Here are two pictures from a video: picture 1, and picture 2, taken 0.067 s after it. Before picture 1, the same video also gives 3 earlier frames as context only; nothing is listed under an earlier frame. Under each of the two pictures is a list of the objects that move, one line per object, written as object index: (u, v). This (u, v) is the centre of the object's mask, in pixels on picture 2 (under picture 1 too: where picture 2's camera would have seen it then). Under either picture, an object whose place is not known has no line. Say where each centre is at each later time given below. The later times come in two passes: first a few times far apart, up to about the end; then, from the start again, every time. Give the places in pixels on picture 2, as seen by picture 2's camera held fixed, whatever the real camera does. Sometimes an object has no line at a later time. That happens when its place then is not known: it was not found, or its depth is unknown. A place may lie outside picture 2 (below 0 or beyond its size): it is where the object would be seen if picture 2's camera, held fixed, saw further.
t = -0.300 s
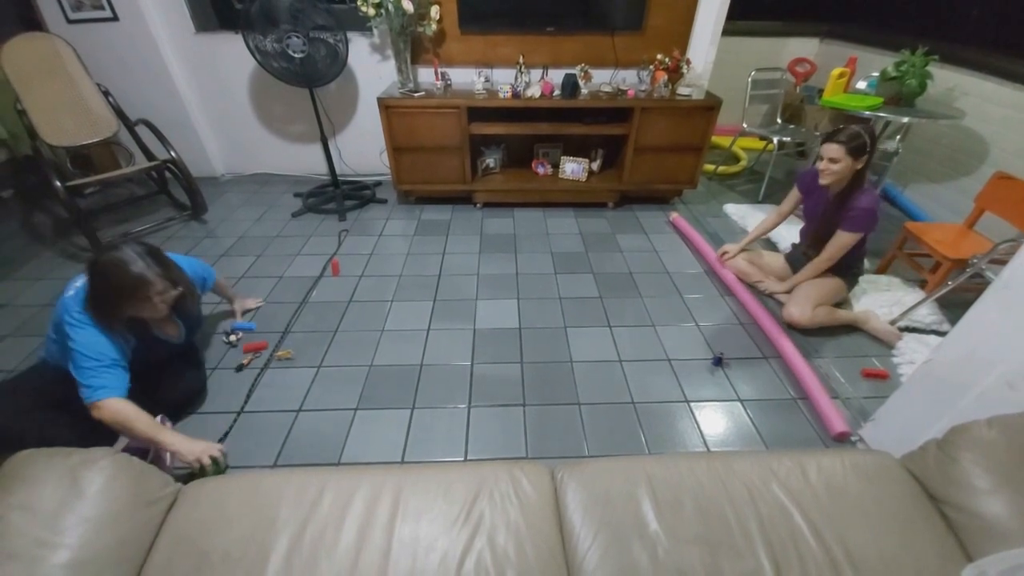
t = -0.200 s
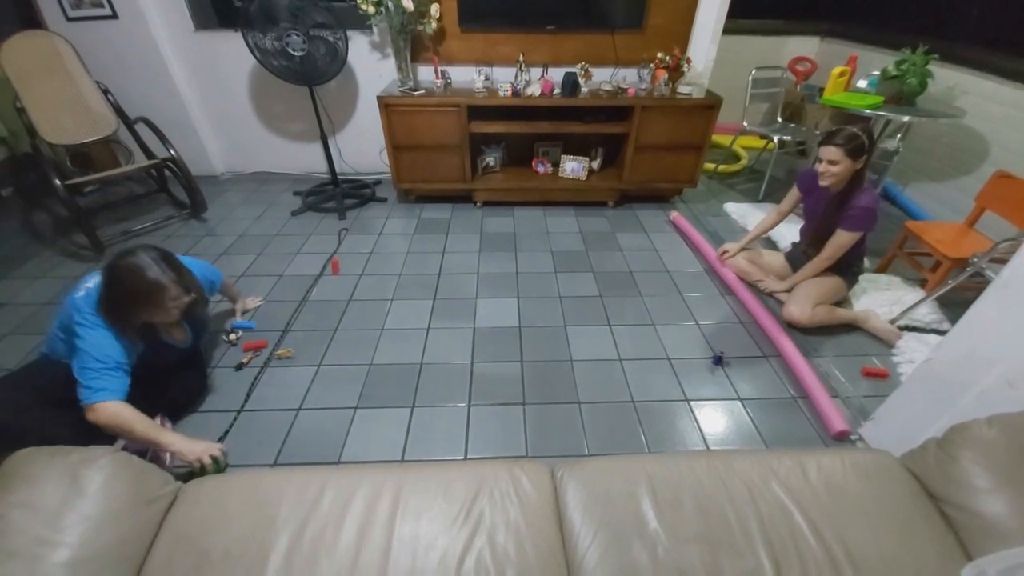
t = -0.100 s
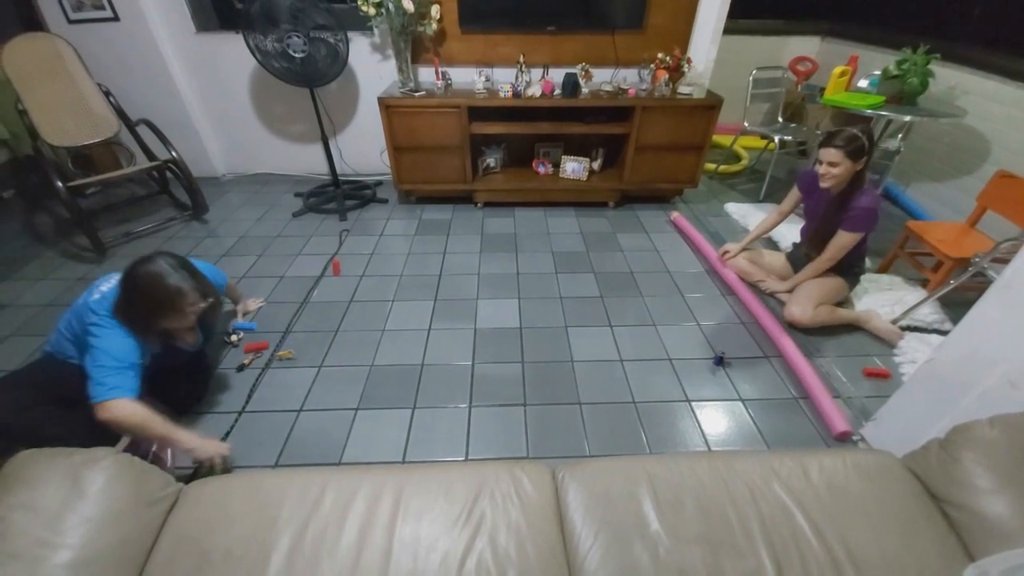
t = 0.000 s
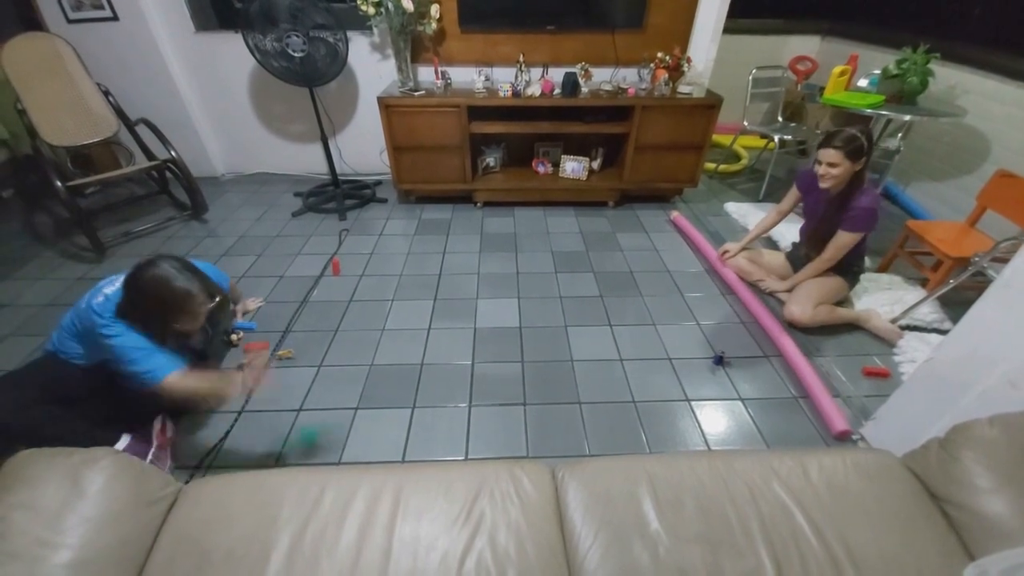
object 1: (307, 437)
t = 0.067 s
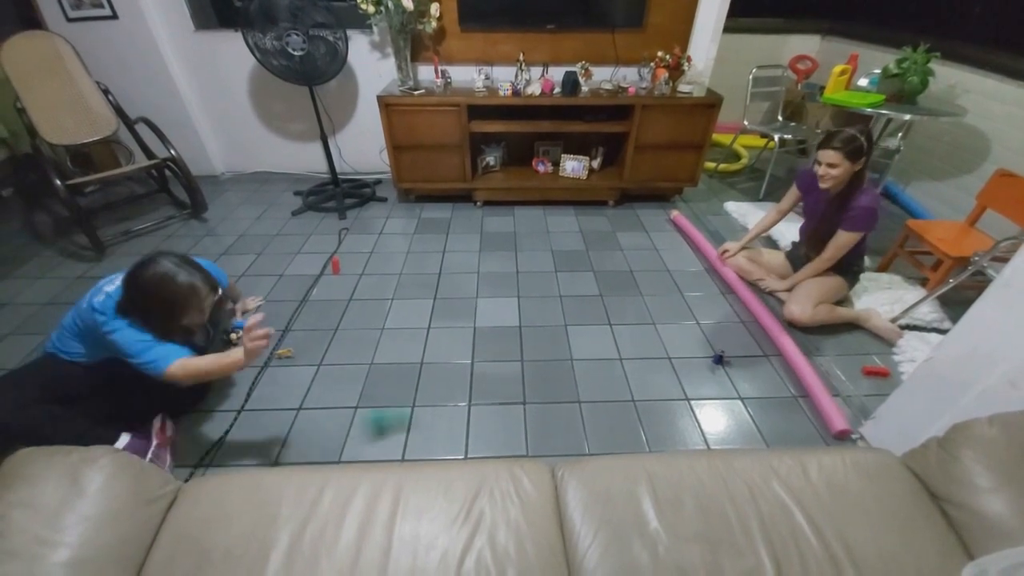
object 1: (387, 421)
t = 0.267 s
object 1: (576, 375)
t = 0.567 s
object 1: (757, 321)
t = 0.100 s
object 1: (416, 415)
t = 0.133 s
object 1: (453, 404)
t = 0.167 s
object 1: (491, 396)
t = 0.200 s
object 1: (514, 389)
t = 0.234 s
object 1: (545, 381)
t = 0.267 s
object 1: (576, 375)
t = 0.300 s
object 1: (602, 366)
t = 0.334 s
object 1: (623, 359)
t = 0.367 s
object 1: (649, 352)
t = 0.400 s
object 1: (669, 347)
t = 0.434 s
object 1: (691, 341)
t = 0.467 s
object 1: (714, 335)
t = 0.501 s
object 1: (731, 332)
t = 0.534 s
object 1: (744, 329)
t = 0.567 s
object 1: (757, 321)
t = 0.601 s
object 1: (754, 317)
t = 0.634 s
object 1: (747, 315)
